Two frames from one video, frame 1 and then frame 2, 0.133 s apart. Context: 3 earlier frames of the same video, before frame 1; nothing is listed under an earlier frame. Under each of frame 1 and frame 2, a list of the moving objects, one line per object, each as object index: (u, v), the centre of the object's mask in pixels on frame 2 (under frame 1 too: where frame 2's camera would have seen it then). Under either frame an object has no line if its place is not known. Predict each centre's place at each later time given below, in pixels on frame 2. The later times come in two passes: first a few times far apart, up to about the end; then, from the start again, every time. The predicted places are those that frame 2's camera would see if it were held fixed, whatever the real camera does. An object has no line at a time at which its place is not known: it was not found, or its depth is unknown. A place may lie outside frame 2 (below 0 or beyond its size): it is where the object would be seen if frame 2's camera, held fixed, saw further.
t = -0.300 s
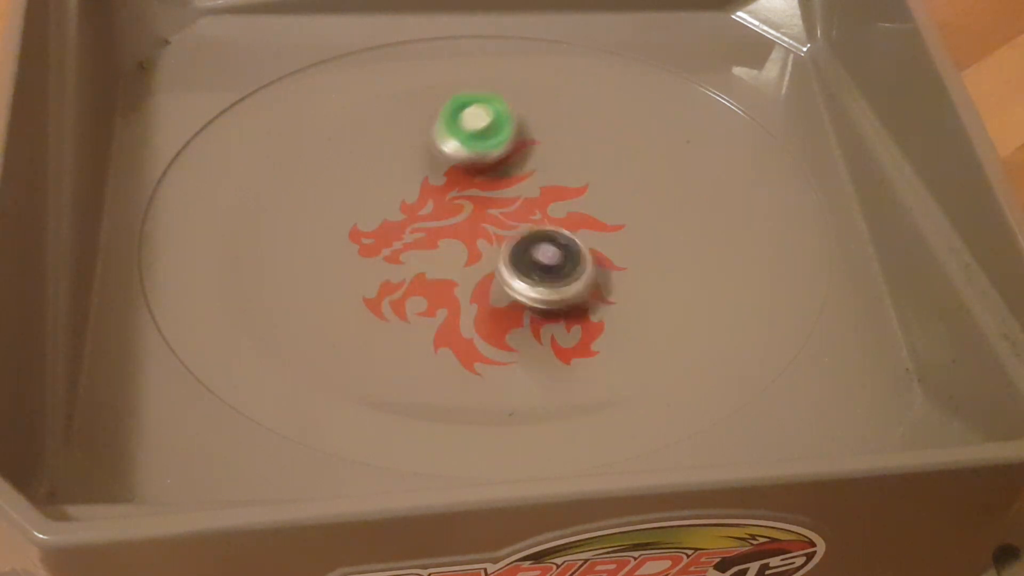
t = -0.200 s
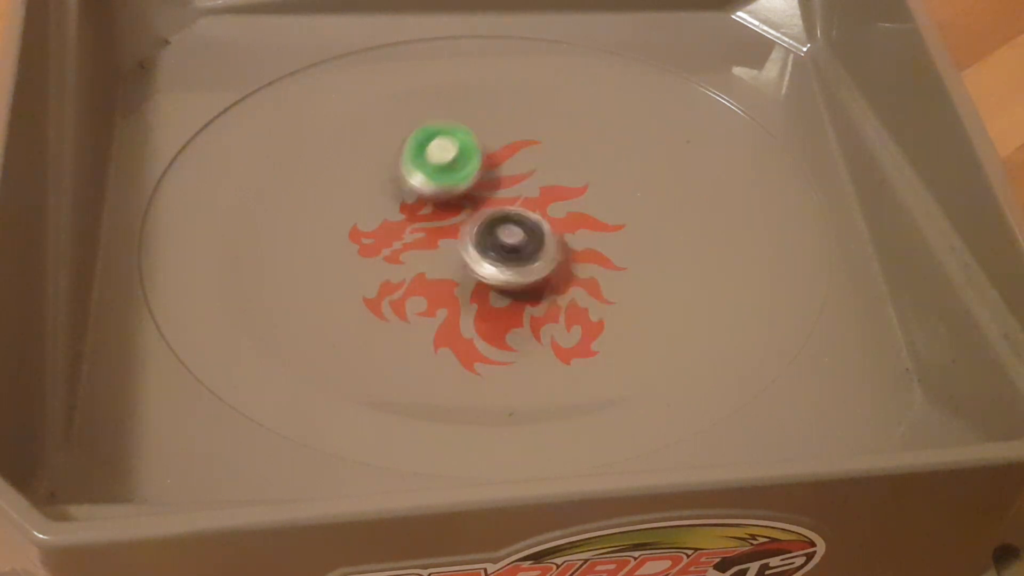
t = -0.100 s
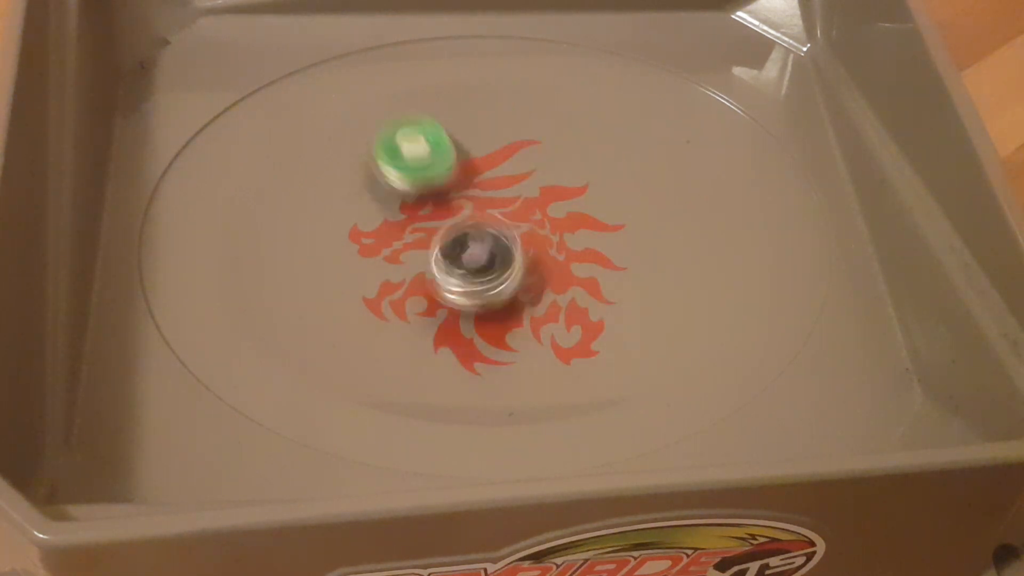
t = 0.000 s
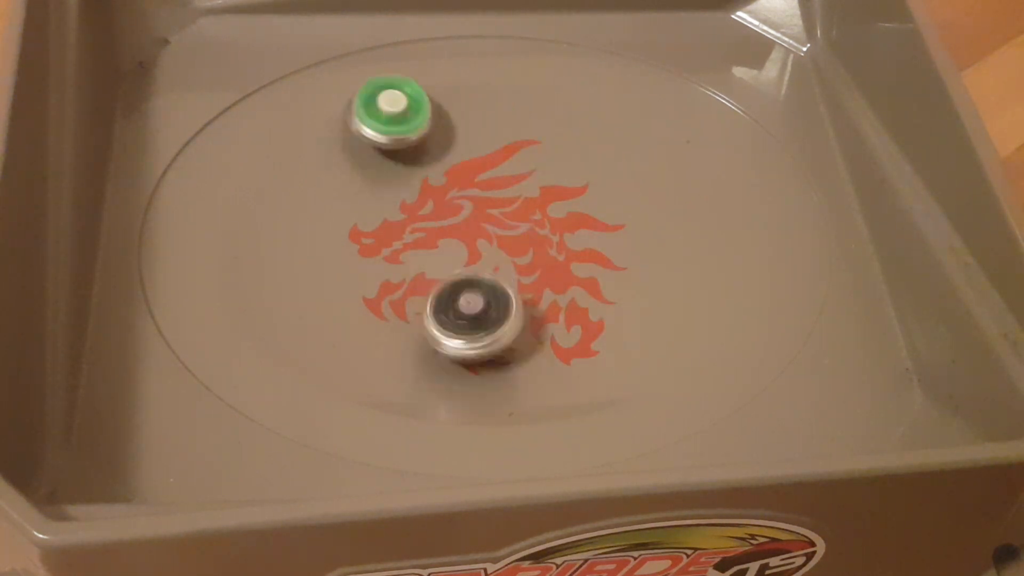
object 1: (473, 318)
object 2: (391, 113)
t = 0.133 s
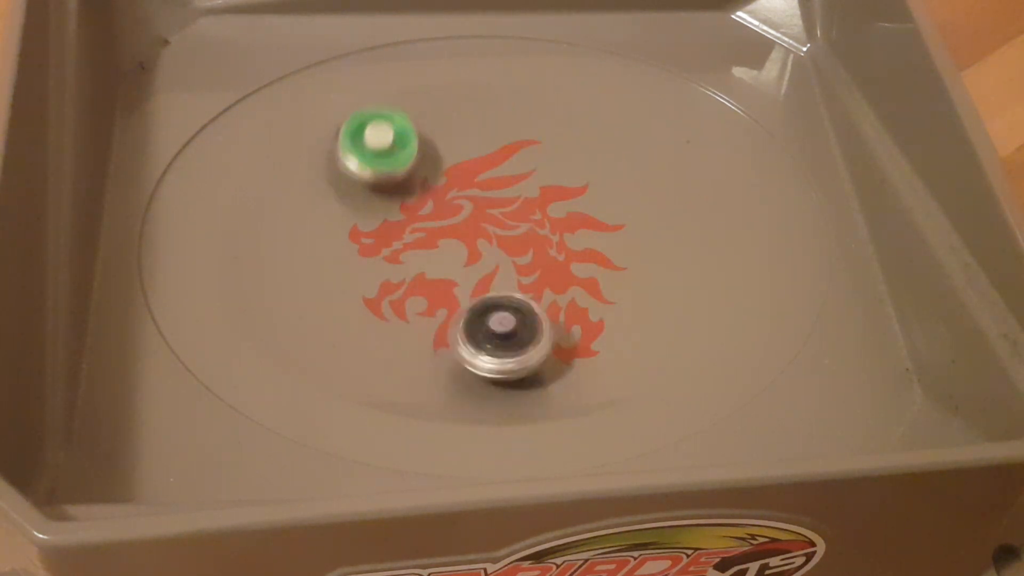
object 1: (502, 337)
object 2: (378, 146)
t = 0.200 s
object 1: (526, 334)
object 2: (378, 173)
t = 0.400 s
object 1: (551, 275)
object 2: (409, 226)
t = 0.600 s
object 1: (549, 239)
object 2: (368, 213)
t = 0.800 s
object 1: (542, 199)
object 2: (373, 234)
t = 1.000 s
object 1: (496, 181)
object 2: (410, 269)
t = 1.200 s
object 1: (452, 200)
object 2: (438, 287)
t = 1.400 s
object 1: (444, 194)
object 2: (471, 323)
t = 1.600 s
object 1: (453, 206)
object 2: (519, 314)
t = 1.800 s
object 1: (480, 218)
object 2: (528, 297)
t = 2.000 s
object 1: (493, 178)
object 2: (543, 325)
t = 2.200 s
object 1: (463, 165)
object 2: (549, 294)
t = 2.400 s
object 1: (466, 204)
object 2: (535, 282)
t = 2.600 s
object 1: (479, 196)
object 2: (545, 311)
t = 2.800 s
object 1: (482, 184)
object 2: (543, 290)
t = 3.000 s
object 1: (478, 189)
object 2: (531, 278)
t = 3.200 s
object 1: (476, 190)
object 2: (521, 283)
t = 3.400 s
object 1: (464, 186)
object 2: (513, 277)
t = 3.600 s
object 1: (466, 194)
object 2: (508, 272)
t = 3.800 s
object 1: (465, 178)
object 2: (512, 297)
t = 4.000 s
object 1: (446, 175)
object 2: (522, 310)
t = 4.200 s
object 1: (469, 200)
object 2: (529, 303)
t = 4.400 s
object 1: (509, 218)
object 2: (527, 308)
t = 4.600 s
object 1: (533, 195)
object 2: (533, 313)
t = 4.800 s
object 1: (538, 178)
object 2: (524, 296)
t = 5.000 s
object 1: (520, 187)
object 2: (510, 282)
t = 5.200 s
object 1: (537, 164)
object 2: (457, 330)
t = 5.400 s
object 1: (541, 160)
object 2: (447, 331)
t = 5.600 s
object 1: (542, 196)
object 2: (471, 309)
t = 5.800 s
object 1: (521, 222)
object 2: (481, 290)
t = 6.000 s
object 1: (517, 213)
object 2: (475, 293)
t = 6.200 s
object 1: (523, 201)
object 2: (486, 289)
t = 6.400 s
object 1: (544, 216)
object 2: (495, 287)
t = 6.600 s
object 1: (552, 225)
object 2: (483, 300)
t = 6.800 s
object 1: (549, 228)
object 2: (478, 304)
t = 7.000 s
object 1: (533, 224)
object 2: (472, 300)
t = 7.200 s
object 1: (523, 211)
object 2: (469, 290)
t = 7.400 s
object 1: (521, 205)
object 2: (473, 277)
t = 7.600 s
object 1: (549, 211)
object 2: (465, 275)
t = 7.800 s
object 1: (553, 211)
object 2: (478, 268)
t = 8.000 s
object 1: (572, 222)
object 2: (442, 280)
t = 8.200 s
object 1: (581, 241)
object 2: (438, 286)
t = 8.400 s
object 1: (584, 243)
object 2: (438, 286)
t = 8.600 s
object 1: (572, 229)
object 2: (442, 280)
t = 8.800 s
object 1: (583, 213)
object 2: (453, 271)
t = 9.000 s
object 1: (580, 213)
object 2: (469, 265)
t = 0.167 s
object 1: (514, 337)
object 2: (377, 160)
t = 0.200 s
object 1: (526, 334)
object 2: (378, 173)
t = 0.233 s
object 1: (539, 331)
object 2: (380, 186)
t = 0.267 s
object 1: (550, 323)
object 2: (385, 197)
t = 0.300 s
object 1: (556, 313)
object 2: (390, 206)
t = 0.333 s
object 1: (558, 303)
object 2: (396, 214)
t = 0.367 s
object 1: (558, 289)
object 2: (402, 221)
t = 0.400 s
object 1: (551, 275)
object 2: (409, 226)
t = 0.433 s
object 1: (543, 266)
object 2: (417, 230)
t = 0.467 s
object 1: (532, 257)
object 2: (423, 234)
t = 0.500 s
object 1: (527, 249)
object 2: (424, 236)
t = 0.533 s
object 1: (537, 247)
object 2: (399, 227)
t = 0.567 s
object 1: (544, 244)
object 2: (380, 219)
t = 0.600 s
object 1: (549, 239)
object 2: (368, 213)
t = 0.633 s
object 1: (551, 234)
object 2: (361, 209)
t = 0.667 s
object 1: (553, 227)
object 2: (360, 210)
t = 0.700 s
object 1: (553, 219)
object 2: (361, 214)
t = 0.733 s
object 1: (551, 214)
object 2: (364, 220)
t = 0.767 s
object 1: (547, 206)
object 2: (368, 227)
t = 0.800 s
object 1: (542, 199)
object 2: (373, 234)
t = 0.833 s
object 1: (537, 194)
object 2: (379, 241)
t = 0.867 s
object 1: (531, 189)
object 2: (384, 247)
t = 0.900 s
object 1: (522, 185)
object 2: (389, 253)
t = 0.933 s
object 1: (514, 183)
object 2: (397, 258)
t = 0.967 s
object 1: (506, 181)
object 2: (402, 264)
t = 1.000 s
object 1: (496, 181)
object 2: (410, 269)
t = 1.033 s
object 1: (489, 183)
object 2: (416, 272)
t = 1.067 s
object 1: (478, 184)
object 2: (421, 275)
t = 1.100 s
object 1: (471, 188)
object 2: (426, 277)
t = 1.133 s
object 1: (463, 192)
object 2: (431, 278)
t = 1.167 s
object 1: (456, 197)
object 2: (435, 280)
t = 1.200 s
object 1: (452, 200)
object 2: (438, 287)
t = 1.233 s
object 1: (450, 197)
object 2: (437, 303)
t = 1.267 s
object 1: (447, 195)
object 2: (439, 313)
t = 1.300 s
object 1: (445, 195)
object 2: (445, 318)
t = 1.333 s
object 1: (444, 193)
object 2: (452, 321)
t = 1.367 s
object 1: (443, 193)
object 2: (461, 322)
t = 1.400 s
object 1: (444, 194)
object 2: (471, 323)
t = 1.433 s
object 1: (446, 194)
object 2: (479, 323)
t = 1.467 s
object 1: (448, 198)
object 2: (488, 323)
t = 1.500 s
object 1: (450, 199)
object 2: (497, 321)
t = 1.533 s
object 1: (450, 202)
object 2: (505, 320)
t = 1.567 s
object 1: (452, 204)
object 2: (512, 317)
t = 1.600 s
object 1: (453, 206)
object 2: (519, 314)
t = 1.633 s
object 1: (456, 208)
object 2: (522, 311)
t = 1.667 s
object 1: (460, 209)
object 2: (526, 308)
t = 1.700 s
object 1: (463, 211)
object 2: (528, 305)
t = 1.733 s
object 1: (469, 212)
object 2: (528, 302)
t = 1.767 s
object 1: (474, 214)
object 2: (528, 300)
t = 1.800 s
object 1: (480, 218)
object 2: (528, 297)
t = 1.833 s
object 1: (487, 218)
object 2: (528, 295)
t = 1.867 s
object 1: (491, 212)
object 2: (532, 310)
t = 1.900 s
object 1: (493, 200)
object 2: (535, 322)
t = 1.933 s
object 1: (493, 193)
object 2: (537, 327)
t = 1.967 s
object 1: (494, 185)
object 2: (540, 327)
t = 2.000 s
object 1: (493, 178)
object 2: (543, 325)
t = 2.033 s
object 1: (493, 172)
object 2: (546, 320)
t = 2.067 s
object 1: (490, 167)
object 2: (549, 315)
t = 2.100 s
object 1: (486, 164)
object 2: (550, 310)
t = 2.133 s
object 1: (478, 161)
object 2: (551, 304)
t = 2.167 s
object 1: (471, 163)
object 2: (550, 299)
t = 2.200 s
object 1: (463, 165)
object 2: (549, 294)
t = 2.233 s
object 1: (456, 172)
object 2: (548, 291)
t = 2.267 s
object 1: (454, 178)
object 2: (546, 288)
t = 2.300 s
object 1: (454, 185)
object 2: (544, 286)
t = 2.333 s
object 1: (457, 190)
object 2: (541, 285)
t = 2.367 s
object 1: (460, 198)
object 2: (538, 283)
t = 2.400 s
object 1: (466, 204)
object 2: (535, 282)
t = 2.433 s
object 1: (470, 209)
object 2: (531, 280)
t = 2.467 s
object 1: (474, 208)
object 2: (533, 287)
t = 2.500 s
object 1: (474, 205)
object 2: (539, 301)
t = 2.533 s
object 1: (476, 202)
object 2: (542, 310)
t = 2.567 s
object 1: (477, 200)
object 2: (543, 312)
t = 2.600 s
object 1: (479, 196)
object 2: (545, 311)
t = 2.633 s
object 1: (479, 193)
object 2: (546, 308)
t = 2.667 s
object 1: (481, 191)
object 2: (546, 304)
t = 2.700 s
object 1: (481, 189)
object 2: (546, 299)
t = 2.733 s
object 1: (483, 187)
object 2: (545, 296)
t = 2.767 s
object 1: (482, 185)
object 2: (544, 293)
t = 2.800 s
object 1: (482, 184)
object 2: (543, 290)
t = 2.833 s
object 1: (480, 182)
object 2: (542, 288)
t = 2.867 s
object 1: (478, 182)
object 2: (540, 286)
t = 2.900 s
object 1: (476, 184)
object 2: (538, 285)
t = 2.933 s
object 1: (477, 185)
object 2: (536, 283)
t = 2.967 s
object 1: (477, 186)
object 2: (533, 281)
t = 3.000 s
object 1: (478, 189)
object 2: (531, 278)
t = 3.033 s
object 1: (478, 191)
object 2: (528, 276)
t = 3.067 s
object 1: (479, 194)
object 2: (525, 274)
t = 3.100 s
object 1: (479, 197)
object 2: (522, 271)
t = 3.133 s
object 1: (478, 196)
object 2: (522, 276)
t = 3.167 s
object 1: (476, 194)
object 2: (522, 281)
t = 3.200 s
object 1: (476, 190)
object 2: (521, 283)
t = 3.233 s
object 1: (473, 188)
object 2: (520, 283)
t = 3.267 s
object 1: (470, 184)
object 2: (519, 283)
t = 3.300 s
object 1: (467, 185)
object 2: (518, 282)
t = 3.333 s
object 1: (465, 184)
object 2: (516, 281)
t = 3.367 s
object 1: (464, 186)
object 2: (515, 279)
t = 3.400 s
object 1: (464, 186)
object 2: (513, 277)
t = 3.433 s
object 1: (464, 189)
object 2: (512, 275)
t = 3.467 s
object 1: (464, 189)
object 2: (511, 272)
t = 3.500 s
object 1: (465, 192)
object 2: (510, 270)
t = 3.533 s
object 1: (466, 194)
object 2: (509, 268)
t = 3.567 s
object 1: (466, 193)
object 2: (509, 271)
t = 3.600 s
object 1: (466, 194)
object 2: (508, 272)
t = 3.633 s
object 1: (465, 193)
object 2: (507, 272)
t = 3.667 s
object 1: (465, 195)
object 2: (506, 272)
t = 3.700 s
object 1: (465, 194)
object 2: (506, 271)
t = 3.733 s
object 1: (467, 194)
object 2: (506, 271)
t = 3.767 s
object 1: (466, 186)
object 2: (509, 285)
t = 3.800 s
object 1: (465, 178)
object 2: (512, 297)
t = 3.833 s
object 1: (463, 173)
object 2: (514, 303)
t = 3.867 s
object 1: (462, 167)
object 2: (515, 307)
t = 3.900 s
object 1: (458, 167)
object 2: (517, 309)
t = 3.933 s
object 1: (453, 167)
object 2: (518, 310)
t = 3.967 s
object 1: (449, 169)
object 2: (520, 311)
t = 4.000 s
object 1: (446, 175)
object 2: (522, 310)
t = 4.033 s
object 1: (446, 178)
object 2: (524, 308)
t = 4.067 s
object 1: (448, 184)
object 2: (526, 307)
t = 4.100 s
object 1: (452, 187)
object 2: (528, 306)
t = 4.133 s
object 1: (458, 193)
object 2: (528, 305)
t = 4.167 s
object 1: (463, 198)
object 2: (529, 304)
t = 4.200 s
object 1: (469, 200)
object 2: (529, 303)
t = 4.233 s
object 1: (475, 207)
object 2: (528, 302)
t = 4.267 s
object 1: (482, 210)
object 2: (528, 301)
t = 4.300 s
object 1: (490, 215)
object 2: (527, 300)
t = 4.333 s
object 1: (495, 218)
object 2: (527, 298)
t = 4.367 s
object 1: (501, 218)
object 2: (526, 299)
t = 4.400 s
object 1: (509, 218)
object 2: (527, 308)
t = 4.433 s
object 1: (514, 213)
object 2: (528, 319)
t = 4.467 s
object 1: (521, 208)
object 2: (529, 322)
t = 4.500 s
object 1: (523, 205)
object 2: (531, 321)
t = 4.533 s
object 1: (526, 200)
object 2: (532, 319)
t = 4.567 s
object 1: (531, 197)
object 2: (533, 316)
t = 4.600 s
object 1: (533, 195)
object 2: (533, 313)
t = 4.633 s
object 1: (535, 189)
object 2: (534, 309)
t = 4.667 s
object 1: (537, 187)
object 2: (533, 305)
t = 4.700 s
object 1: (538, 184)
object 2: (532, 302)
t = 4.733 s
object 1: (541, 181)
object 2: (529, 300)
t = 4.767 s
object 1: (540, 181)
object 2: (527, 298)
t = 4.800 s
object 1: (538, 178)
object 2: (524, 296)
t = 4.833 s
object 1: (535, 176)
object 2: (522, 294)
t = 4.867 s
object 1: (531, 177)
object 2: (519, 292)
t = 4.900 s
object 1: (527, 177)
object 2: (517, 290)
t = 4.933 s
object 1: (525, 179)
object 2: (515, 288)
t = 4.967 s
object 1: (521, 184)
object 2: (512, 285)
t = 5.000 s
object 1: (520, 187)
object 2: (510, 282)
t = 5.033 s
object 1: (518, 190)
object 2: (508, 279)
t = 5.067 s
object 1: (516, 194)
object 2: (506, 275)
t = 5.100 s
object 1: (515, 195)
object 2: (504, 273)
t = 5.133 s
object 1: (520, 190)
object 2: (491, 289)
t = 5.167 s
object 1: (532, 176)
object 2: (473, 314)
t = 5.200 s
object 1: (537, 164)
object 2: (457, 330)
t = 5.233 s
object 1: (542, 160)
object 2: (445, 339)
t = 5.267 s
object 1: (541, 158)
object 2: (438, 343)
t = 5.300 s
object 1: (541, 157)
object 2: (435, 341)
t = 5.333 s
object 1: (542, 158)
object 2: (438, 339)
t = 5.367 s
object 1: (541, 159)
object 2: (442, 335)
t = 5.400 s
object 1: (541, 160)
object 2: (447, 331)
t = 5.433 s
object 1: (543, 163)
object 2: (451, 327)
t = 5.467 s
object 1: (544, 170)
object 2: (456, 324)
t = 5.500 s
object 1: (543, 175)
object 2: (461, 319)
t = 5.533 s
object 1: (544, 180)
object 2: (464, 315)
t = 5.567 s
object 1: (544, 189)
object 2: (468, 312)
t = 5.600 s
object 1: (542, 196)
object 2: (471, 309)
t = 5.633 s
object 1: (539, 200)
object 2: (473, 306)
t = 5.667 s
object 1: (539, 207)
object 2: (474, 302)
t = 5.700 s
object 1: (534, 214)
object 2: (476, 298)
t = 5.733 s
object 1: (528, 216)
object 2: (478, 295)
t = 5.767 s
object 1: (526, 219)
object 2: (480, 291)
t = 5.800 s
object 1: (521, 222)
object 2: (481, 290)
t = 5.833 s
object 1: (519, 220)
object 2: (477, 293)
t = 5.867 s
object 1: (520, 219)
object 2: (475, 294)
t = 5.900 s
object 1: (519, 220)
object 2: (476, 293)
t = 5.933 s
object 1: (516, 219)
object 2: (476, 293)
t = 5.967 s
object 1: (516, 215)
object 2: (475, 294)
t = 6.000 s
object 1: (517, 213)
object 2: (475, 293)
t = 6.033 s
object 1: (514, 212)
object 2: (476, 292)
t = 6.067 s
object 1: (515, 208)
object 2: (478, 292)
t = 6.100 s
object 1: (517, 204)
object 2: (480, 291)
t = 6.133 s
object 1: (519, 204)
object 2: (482, 291)
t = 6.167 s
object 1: (521, 204)
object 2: (484, 290)
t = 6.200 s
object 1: (523, 201)
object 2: (486, 289)
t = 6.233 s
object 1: (529, 201)
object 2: (487, 288)
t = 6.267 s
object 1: (532, 205)
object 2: (489, 288)
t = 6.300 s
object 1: (535, 208)
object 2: (491, 287)
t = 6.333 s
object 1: (535, 208)
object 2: (494, 286)
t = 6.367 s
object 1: (540, 211)
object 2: (496, 286)
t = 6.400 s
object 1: (544, 216)
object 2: (495, 287)
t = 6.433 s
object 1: (546, 217)
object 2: (493, 290)
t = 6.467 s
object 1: (548, 219)
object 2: (493, 291)
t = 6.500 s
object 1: (550, 224)
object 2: (493, 291)
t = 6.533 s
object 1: (550, 227)
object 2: (492, 294)
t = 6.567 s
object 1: (551, 228)
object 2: (486, 298)
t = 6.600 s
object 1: (552, 225)
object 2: (483, 300)
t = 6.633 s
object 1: (555, 224)
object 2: (482, 301)
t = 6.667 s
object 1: (557, 229)
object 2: (481, 302)
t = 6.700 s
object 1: (554, 231)
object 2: (480, 303)
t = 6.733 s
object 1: (550, 230)
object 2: (480, 304)
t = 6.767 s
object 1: (548, 228)
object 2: (479, 304)
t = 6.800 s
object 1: (549, 228)
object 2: (478, 304)
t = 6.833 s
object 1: (546, 230)
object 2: (477, 304)
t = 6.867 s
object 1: (541, 229)
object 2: (476, 304)
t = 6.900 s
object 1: (537, 226)
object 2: (475, 303)
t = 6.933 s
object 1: (536, 224)
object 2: (474, 302)
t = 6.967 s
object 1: (536, 224)
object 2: (473, 301)
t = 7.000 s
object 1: (533, 224)
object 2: (472, 300)
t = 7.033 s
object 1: (530, 222)
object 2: (471, 299)
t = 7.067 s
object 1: (528, 217)
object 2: (470, 298)
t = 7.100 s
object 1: (528, 215)
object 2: (470, 296)
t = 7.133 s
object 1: (527, 215)
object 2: (469, 294)
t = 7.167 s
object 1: (525, 214)
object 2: (469, 292)
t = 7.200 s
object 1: (523, 211)
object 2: (469, 290)
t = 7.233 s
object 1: (524, 207)
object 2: (469, 288)
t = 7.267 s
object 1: (526, 208)
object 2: (470, 286)
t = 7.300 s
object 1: (524, 210)
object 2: (470, 283)
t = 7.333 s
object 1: (523, 210)
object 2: (471, 281)
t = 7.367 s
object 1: (521, 208)
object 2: (472, 279)
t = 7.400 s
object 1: (521, 205)
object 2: (473, 277)
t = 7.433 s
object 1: (524, 207)
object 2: (474, 275)
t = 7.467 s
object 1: (527, 207)
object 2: (472, 275)
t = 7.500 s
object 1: (533, 205)
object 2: (466, 277)
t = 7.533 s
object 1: (540, 207)
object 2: (463, 277)
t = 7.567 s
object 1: (544, 208)
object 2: (463, 276)
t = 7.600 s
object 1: (549, 211)
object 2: (465, 275)
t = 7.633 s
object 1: (551, 211)
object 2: (467, 274)
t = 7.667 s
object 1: (554, 210)
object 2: (469, 272)
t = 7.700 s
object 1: (555, 211)
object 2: (470, 271)
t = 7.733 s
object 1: (555, 211)
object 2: (473, 270)
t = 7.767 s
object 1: (554, 210)
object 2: (475, 269)
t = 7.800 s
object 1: (553, 211)
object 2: (478, 268)
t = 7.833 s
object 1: (553, 212)
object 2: (481, 267)
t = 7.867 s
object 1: (553, 214)
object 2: (484, 266)
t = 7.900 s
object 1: (558, 215)
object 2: (472, 270)
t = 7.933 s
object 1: (565, 218)
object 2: (456, 274)
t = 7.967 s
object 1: (569, 220)
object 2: (447, 278)
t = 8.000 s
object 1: (572, 222)
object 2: (442, 280)
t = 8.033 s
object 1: (573, 226)
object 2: (440, 281)
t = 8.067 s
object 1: (575, 230)
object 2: (440, 283)
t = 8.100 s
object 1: (576, 233)
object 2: (439, 284)
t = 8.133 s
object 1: (577, 236)
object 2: (439, 285)
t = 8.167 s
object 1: (579, 239)
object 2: (438, 286)
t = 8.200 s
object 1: (581, 241)
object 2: (438, 286)
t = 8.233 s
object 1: (584, 242)
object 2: (438, 287)
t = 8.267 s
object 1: (587, 243)
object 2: (438, 287)
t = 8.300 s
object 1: (588, 243)
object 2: (438, 287)
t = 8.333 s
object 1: (588, 243)
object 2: (438, 287)
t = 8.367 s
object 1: (586, 244)
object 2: (438, 287)
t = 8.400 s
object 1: (584, 243)
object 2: (438, 286)
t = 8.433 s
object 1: (581, 241)
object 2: (438, 286)
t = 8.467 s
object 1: (579, 239)
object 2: (439, 285)
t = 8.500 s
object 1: (577, 237)
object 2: (439, 283)
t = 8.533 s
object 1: (574, 235)
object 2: (440, 282)
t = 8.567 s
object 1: (573, 232)
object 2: (441, 281)
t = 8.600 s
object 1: (572, 229)
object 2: (442, 280)
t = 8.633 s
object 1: (572, 225)
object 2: (443, 278)
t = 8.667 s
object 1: (573, 223)
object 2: (445, 277)
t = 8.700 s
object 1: (575, 220)
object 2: (446, 276)
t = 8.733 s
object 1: (577, 218)
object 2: (448, 274)
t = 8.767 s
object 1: (580, 215)
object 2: (450, 273)
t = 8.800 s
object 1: (583, 213)
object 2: (453, 271)
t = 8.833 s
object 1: (585, 212)
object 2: (455, 270)
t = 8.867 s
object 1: (586, 211)
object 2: (458, 269)
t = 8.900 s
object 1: (586, 211)
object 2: (460, 268)
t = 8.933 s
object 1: (585, 211)
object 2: (463, 267)
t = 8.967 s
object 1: (582, 212)
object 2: (466, 265)
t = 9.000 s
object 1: (580, 213)
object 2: (469, 265)
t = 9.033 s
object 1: (577, 215)
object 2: (472, 264)
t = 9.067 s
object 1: (575, 219)
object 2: (475, 263)
